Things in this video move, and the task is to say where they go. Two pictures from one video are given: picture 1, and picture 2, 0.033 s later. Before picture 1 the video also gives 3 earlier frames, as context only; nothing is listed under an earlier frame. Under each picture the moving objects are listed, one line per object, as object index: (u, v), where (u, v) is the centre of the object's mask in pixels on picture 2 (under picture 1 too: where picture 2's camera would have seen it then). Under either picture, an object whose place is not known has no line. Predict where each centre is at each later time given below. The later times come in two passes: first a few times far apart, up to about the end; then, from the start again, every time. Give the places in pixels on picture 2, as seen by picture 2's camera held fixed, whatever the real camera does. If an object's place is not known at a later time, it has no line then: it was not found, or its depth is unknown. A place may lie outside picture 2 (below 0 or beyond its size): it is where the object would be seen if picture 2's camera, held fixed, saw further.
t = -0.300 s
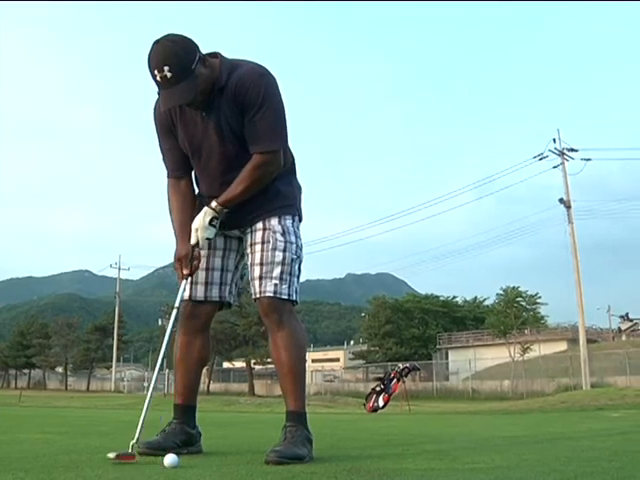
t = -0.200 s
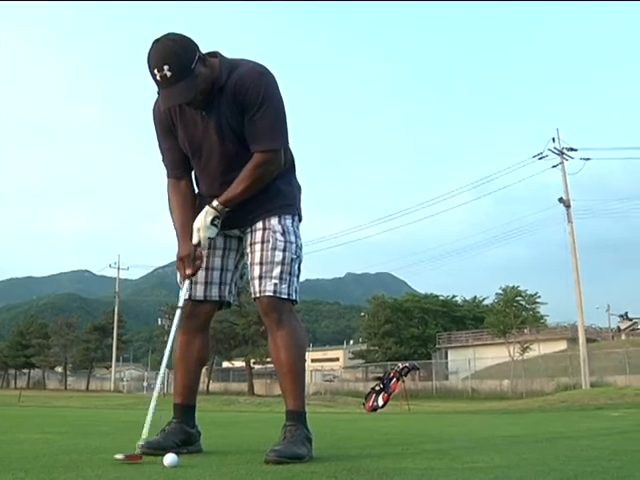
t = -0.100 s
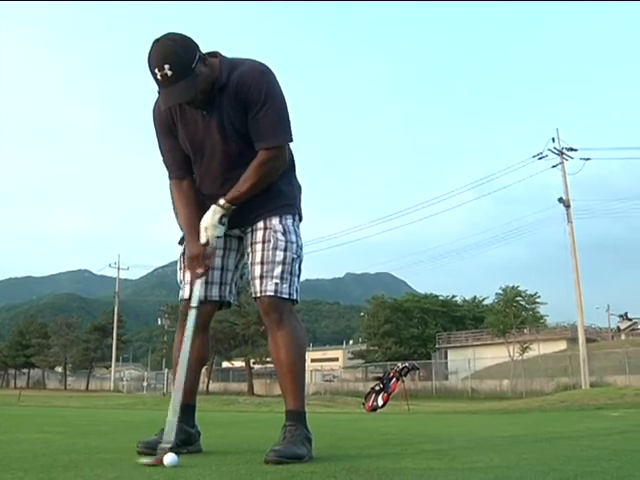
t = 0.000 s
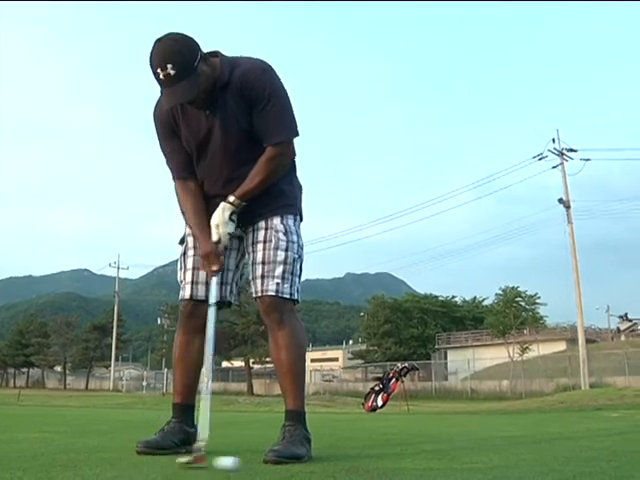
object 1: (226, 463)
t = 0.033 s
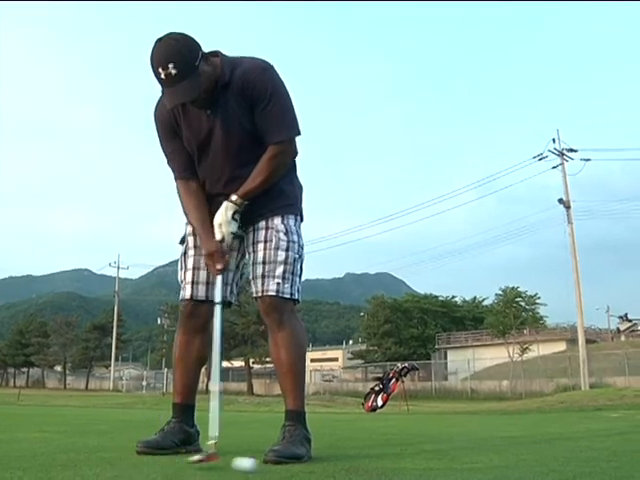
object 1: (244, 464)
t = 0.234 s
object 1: (350, 469)
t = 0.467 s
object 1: (472, 474)
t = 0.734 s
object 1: (600, 475)
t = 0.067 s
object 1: (263, 465)
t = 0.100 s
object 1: (280, 467)
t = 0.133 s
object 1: (298, 468)
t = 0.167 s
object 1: (316, 468)
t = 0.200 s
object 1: (333, 470)
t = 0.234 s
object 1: (350, 469)
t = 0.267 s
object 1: (368, 471)
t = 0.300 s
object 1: (385, 471)
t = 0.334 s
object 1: (403, 472)
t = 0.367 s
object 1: (421, 472)
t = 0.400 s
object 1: (438, 473)
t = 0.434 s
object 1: (455, 473)
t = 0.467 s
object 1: (472, 474)
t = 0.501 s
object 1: (489, 474)
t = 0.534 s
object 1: (506, 474)
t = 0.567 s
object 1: (523, 474)
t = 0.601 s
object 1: (540, 474)
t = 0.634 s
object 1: (554, 473)
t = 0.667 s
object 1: (570, 474)
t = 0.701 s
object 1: (585, 474)
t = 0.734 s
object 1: (600, 475)
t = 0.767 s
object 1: (616, 474)
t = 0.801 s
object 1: (629, 474)
